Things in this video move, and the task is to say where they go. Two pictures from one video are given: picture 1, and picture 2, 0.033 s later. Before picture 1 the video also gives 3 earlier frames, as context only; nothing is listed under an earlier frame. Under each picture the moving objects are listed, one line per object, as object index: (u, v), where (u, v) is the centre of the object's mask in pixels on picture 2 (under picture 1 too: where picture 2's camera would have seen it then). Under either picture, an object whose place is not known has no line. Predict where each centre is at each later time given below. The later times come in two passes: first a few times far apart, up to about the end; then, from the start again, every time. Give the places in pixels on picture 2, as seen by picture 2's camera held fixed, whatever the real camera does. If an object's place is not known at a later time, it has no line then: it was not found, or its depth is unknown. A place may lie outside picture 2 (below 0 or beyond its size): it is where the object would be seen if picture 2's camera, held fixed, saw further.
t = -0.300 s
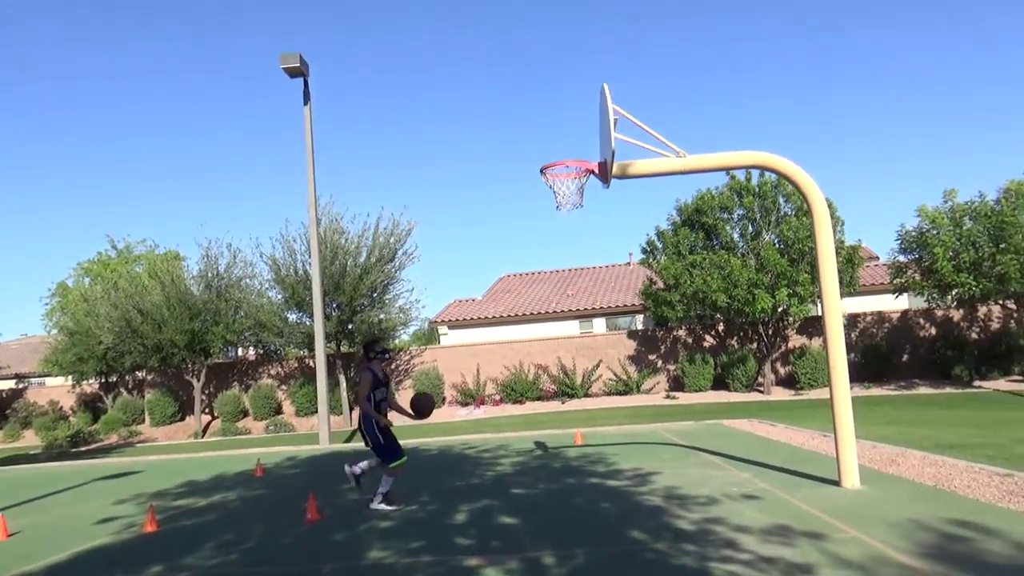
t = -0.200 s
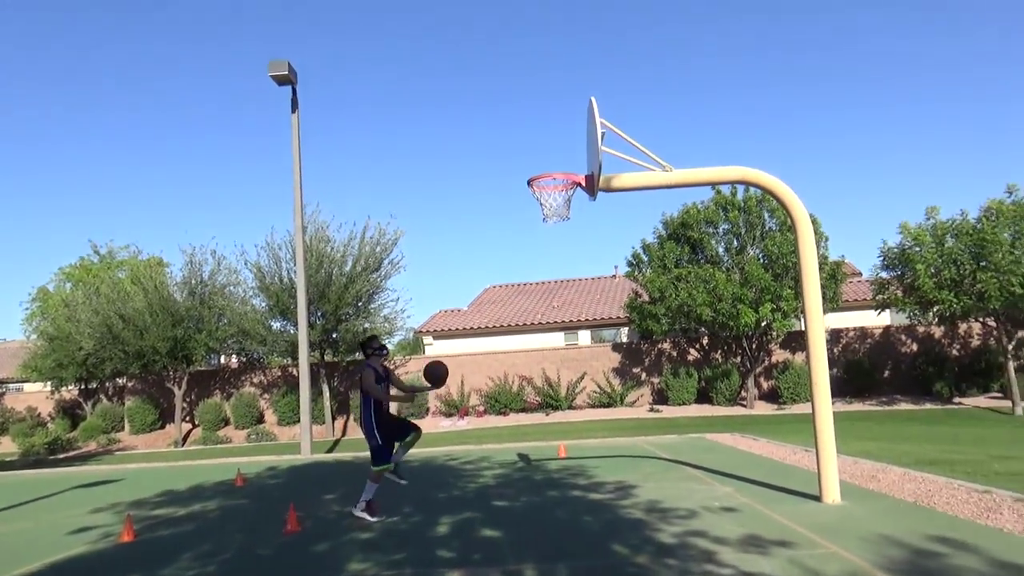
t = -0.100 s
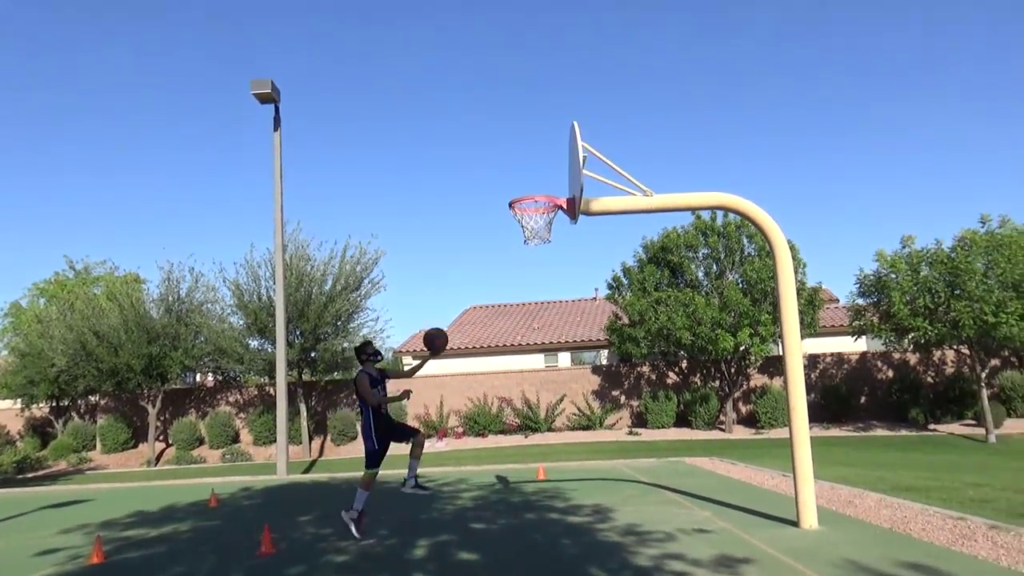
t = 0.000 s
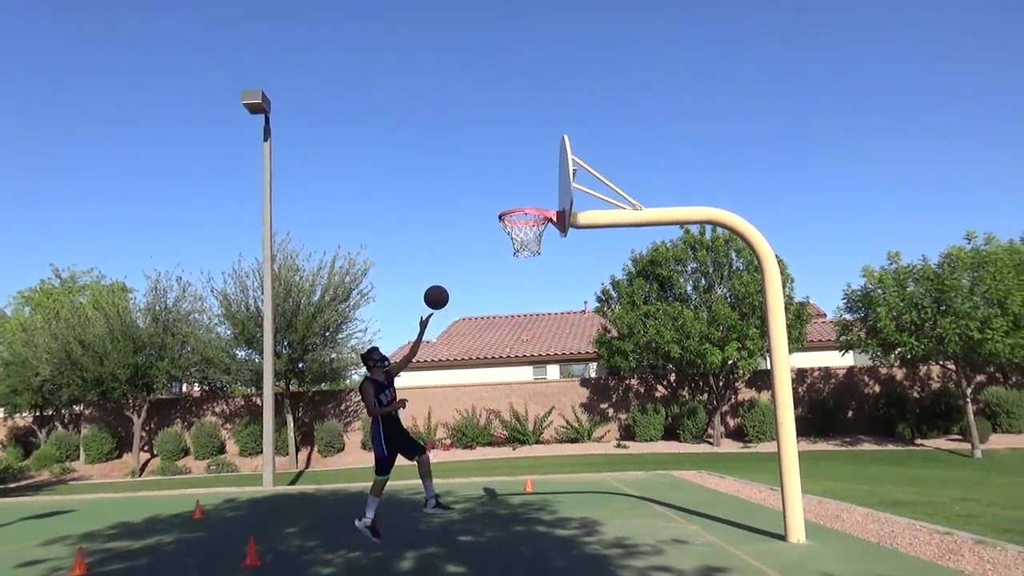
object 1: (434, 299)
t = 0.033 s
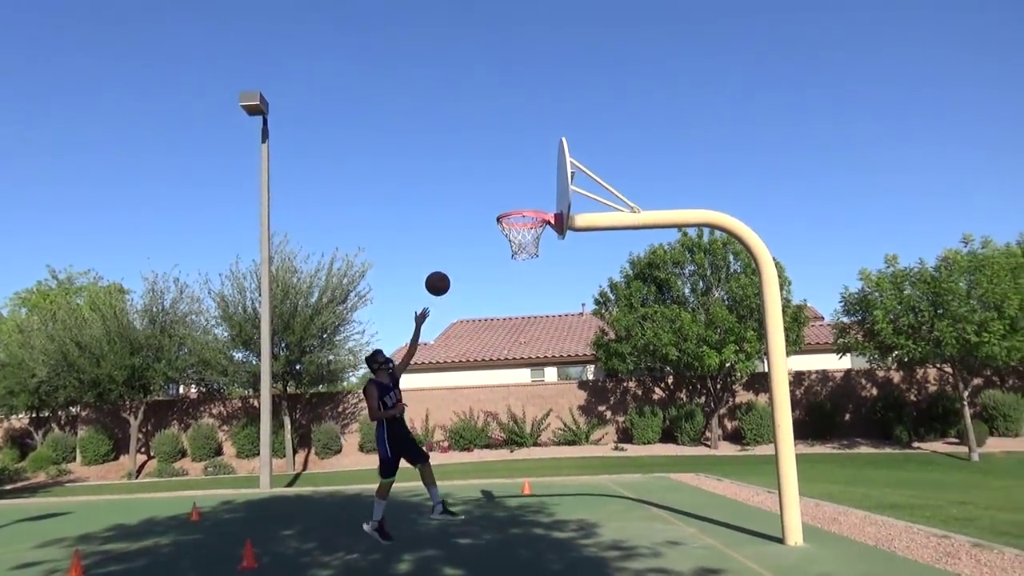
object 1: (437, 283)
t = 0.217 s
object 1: (455, 217)
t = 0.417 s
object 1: (476, 183)
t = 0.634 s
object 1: (501, 190)
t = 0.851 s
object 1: (527, 242)
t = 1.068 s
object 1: (522, 275)
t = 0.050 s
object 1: (439, 276)
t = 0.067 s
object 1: (441, 269)
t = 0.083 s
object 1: (442, 262)
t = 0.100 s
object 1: (444, 255)
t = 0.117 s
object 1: (446, 249)
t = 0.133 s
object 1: (447, 243)
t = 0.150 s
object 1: (449, 237)
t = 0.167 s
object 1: (451, 232)
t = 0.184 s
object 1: (453, 227)
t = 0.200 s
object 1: (454, 222)
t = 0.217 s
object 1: (455, 217)
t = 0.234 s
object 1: (457, 213)
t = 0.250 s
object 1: (459, 209)
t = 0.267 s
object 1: (461, 205)
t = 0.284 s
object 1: (462, 201)
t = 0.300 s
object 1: (464, 198)
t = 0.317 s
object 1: (466, 195)
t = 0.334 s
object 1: (468, 193)
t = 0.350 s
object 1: (469, 190)
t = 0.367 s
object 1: (471, 188)
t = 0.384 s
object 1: (472, 186)
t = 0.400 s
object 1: (474, 185)
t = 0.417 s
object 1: (476, 183)
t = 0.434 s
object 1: (478, 182)
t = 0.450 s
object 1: (480, 181)
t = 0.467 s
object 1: (482, 181)
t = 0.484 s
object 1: (484, 180)
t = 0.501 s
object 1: (485, 180)
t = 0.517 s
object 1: (487, 181)
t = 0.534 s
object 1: (489, 181)
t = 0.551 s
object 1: (491, 182)
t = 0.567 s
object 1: (493, 183)
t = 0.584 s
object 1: (494, 184)
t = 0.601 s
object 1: (496, 186)
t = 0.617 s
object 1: (499, 187)
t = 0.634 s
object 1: (501, 190)
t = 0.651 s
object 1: (502, 192)
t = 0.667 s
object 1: (504, 195)
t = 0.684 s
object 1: (506, 198)
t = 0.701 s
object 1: (508, 200)
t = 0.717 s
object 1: (510, 203)
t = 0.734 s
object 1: (512, 204)
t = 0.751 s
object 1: (514, 206)
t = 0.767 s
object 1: (515, 208)
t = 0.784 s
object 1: (518, 225)
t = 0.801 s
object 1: (520, 227)
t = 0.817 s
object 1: (522, 233)
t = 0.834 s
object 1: (524, 238)
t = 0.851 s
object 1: (527, 242)
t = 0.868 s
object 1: (527, 247)
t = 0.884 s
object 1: (529, 250)
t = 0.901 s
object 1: (529, 250)
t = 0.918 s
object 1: (528, 252)
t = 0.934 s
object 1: (528, 252)
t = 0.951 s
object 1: (526, 257)
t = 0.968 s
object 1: (526, 258)
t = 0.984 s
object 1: (525, 260)
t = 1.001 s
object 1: (525, 262)
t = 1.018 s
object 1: (524, 265)
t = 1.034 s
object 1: (523, 268)
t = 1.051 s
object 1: (522, 272)
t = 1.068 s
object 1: (522, 275)
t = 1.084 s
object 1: (521, 280)
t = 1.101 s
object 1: (520, 284)
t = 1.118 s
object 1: (519, 289)
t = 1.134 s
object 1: (519, 294)
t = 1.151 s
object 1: (518, 300)
